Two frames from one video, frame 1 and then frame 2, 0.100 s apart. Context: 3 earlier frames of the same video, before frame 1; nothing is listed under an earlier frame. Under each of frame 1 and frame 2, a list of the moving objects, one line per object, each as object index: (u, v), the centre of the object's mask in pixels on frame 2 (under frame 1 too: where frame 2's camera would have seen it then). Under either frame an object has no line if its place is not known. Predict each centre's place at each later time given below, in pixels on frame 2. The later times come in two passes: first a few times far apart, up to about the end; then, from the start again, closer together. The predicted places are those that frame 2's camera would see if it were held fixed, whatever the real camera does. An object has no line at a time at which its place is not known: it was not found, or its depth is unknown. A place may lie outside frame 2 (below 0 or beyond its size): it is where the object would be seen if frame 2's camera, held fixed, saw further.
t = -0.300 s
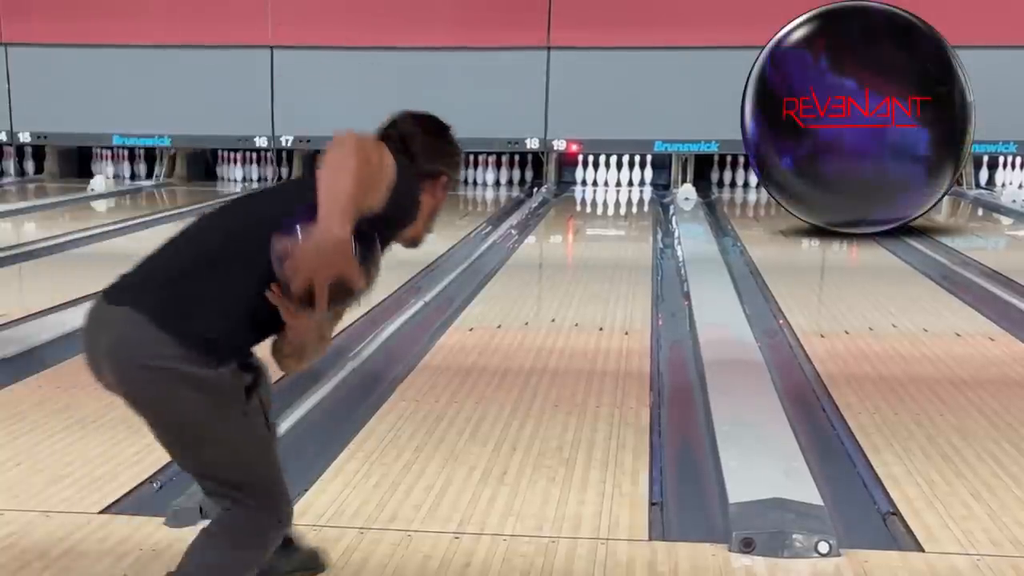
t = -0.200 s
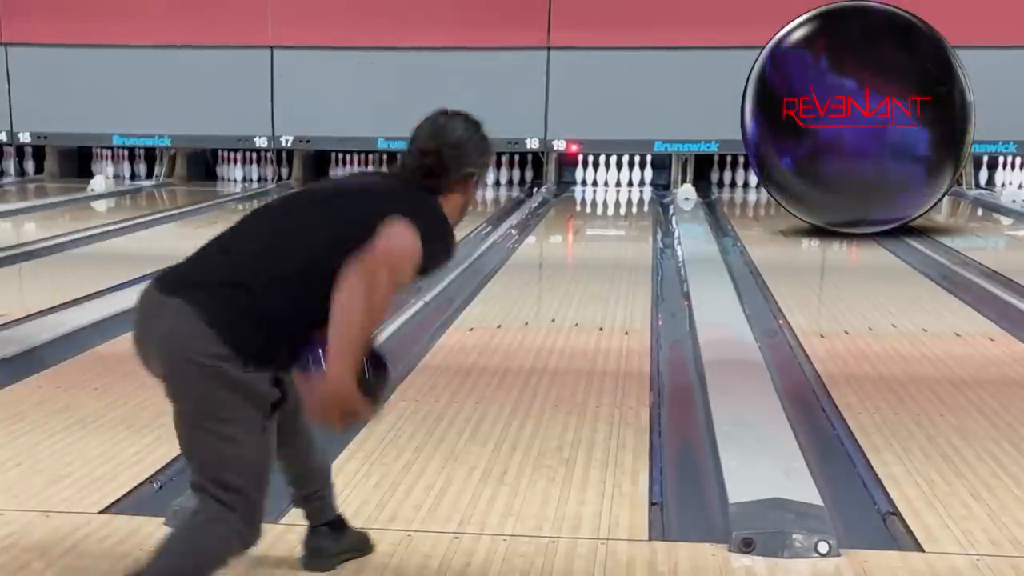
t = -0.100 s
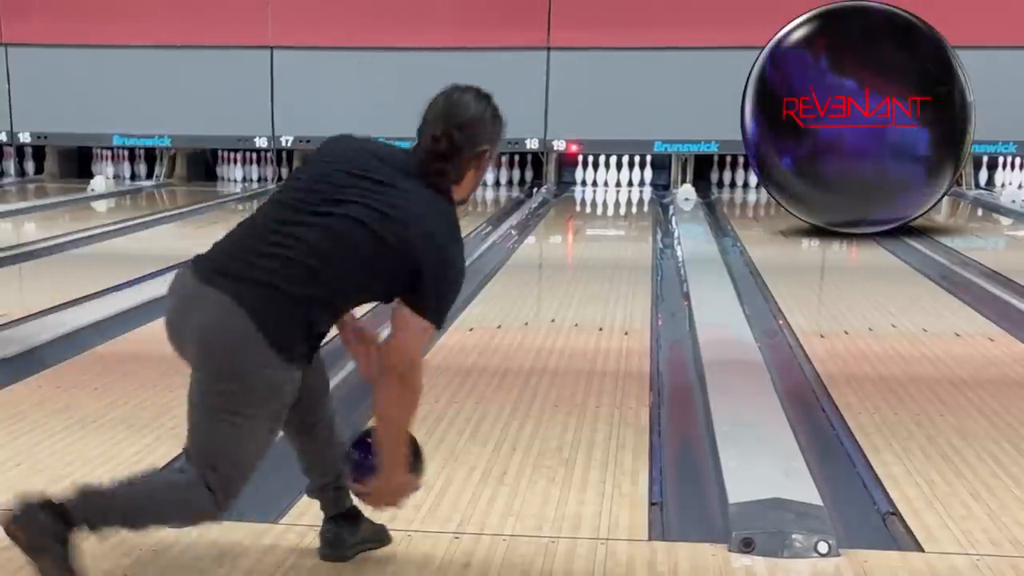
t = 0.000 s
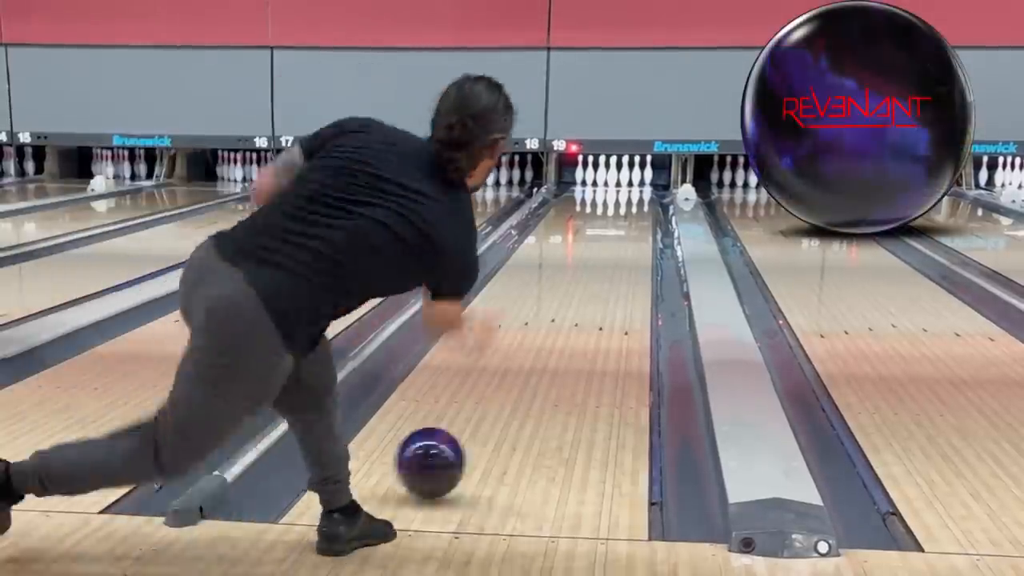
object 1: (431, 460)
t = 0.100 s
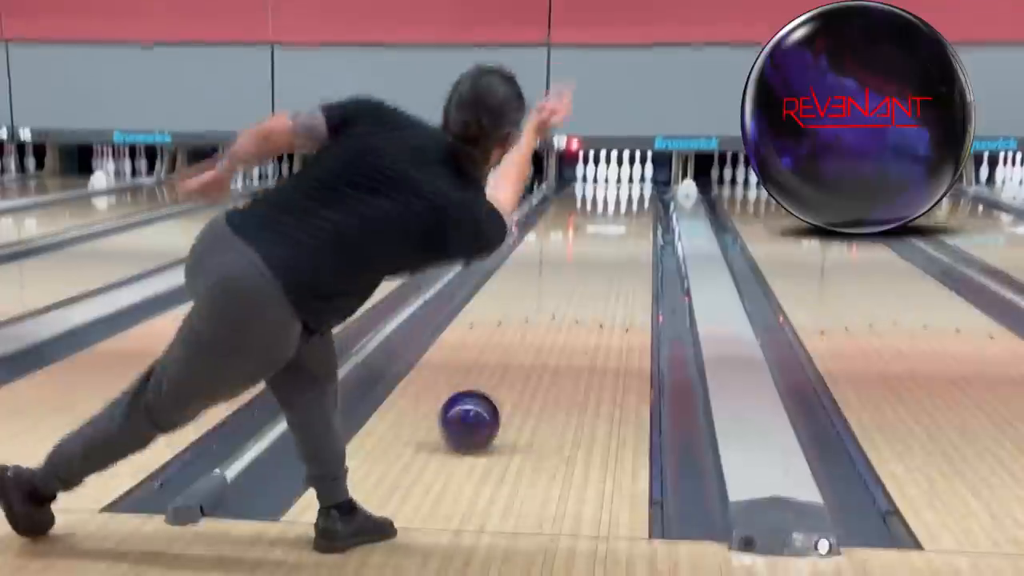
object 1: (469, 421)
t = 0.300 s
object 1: (524, 355)
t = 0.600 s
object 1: (573, 294)
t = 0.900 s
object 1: (602, 257)
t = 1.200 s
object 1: (620, 231)
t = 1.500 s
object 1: (631, 212)
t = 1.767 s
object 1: (636, 200)
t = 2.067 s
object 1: (631, 188)
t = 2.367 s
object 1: (618, 180)
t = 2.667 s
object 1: (603, 175)
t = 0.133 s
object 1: (481, 407)
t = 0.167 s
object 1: (491, 395)
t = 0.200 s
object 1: (500, 384)
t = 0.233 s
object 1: (509, 374)
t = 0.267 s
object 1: (517, 364)
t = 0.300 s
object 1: (524, 355)
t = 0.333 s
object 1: (531, 346)
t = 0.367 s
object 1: (538, 338)
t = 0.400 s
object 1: (544, 331)
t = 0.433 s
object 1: (550, 324)
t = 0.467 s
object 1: (555, 317)
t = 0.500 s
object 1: (558, 315)
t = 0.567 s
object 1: (571, 297)
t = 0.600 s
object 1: (573, 294)
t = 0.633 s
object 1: (577, 289)
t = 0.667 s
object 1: (581, 284)
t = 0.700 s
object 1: (585, 280)
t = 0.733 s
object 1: (588, 276)
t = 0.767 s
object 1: (591, 271)
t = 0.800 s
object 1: (594, 268)
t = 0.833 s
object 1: (597, 264)
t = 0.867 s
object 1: (600, 261)
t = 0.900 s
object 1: (602, 257)
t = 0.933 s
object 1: (605, 253)
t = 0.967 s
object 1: (607, 250)
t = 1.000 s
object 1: (609, 247)
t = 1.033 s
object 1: (611, 244)
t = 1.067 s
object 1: (613, 242)
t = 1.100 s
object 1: (615, 239)
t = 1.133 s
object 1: (617, 236)
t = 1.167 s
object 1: (619, 233)
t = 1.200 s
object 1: (620, 231)
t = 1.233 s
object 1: (622, 229)
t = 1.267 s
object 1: (623, 226)
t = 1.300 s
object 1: (624, 224)
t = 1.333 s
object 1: (626, 222)
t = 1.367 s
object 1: (627, 220)
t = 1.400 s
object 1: (628, 218)
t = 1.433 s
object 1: (629, 216)
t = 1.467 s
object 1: (630, 214)
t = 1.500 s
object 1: (631, 212)
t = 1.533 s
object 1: (632, 211)
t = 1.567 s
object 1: (633, 209)
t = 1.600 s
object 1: (634, 207)
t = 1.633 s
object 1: (634, 205)
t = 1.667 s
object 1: (634, 204)
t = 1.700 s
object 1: (635, 202)
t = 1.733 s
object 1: (636, 201)
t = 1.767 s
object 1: (636, 200)
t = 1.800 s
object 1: (635, 198)
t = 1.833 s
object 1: (635, 197)
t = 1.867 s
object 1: (635, 195)
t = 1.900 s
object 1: (634, 195)
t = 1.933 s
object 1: (634, 193)
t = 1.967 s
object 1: (633, 192)
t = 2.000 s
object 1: (633, 191)
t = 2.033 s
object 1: (632, 190)
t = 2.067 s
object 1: (631, 188)
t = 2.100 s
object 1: (630, 187)
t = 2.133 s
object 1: (628, 186)
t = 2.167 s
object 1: (627, 185)
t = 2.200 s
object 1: (626, 184)
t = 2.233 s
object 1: (624, 184)
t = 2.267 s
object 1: (623, 182)
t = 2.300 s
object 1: (622, 181)
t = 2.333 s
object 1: (620, 180)
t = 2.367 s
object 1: (618, 180)
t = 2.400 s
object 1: (615, 178)
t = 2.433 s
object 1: (614, 178)
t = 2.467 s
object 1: (613, 177)
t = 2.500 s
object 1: (612, 177)
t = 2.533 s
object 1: (612, 176)
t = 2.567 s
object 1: (610, 176)
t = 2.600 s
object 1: (608, 175)
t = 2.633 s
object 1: (604, 176)
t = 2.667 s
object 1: (603, 175)
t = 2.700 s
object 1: (604, 175)
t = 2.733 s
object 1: (604, 175)
